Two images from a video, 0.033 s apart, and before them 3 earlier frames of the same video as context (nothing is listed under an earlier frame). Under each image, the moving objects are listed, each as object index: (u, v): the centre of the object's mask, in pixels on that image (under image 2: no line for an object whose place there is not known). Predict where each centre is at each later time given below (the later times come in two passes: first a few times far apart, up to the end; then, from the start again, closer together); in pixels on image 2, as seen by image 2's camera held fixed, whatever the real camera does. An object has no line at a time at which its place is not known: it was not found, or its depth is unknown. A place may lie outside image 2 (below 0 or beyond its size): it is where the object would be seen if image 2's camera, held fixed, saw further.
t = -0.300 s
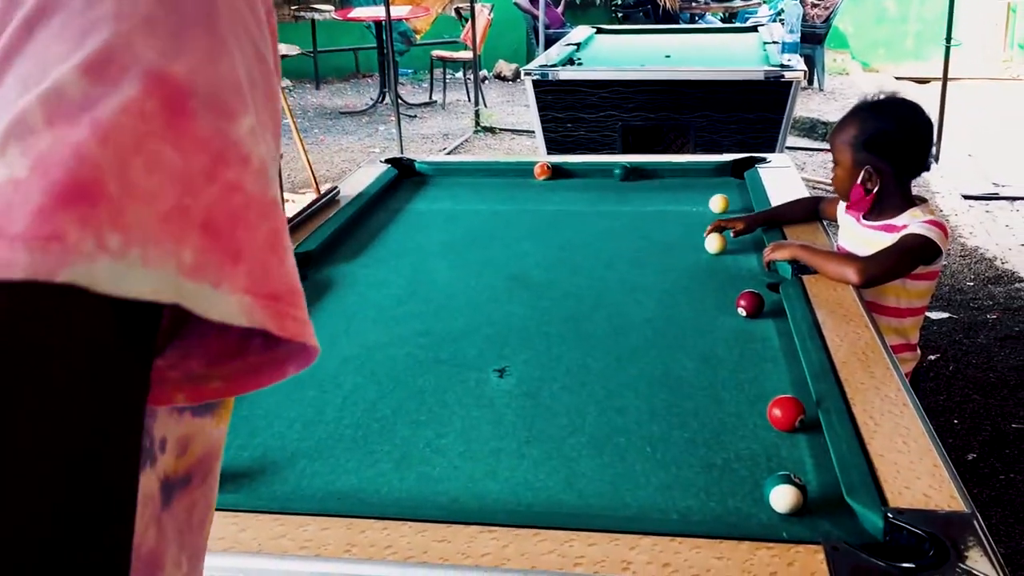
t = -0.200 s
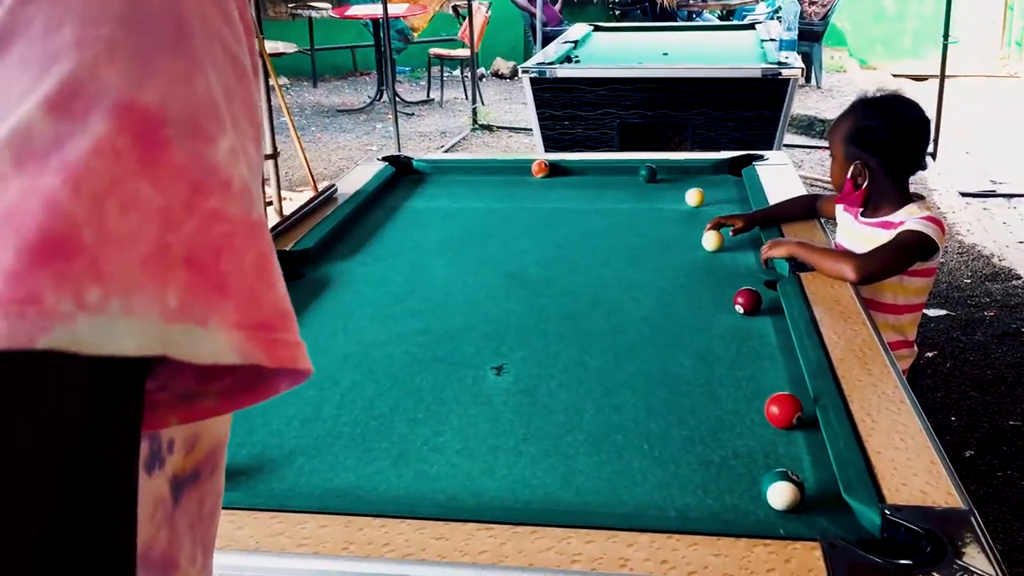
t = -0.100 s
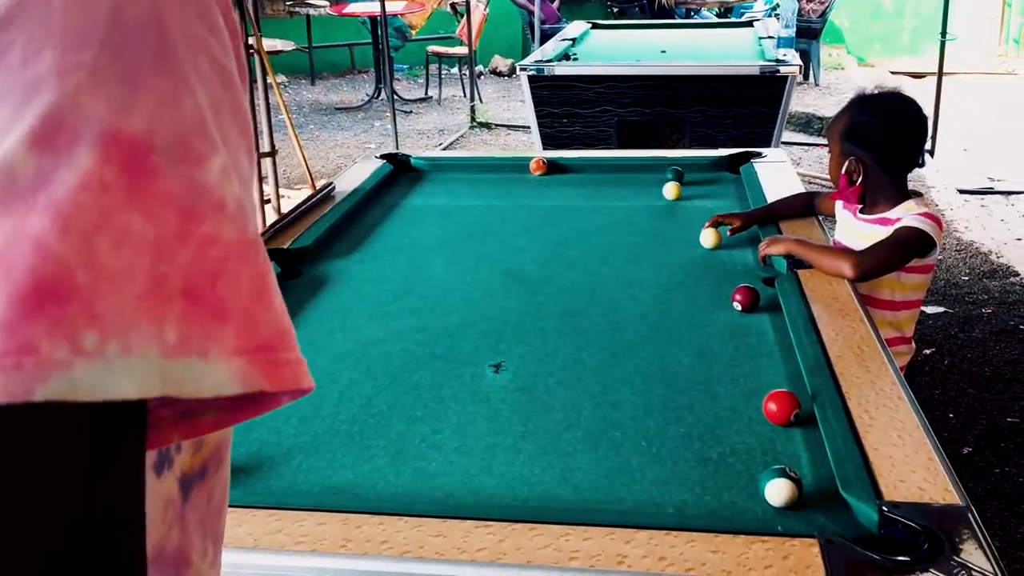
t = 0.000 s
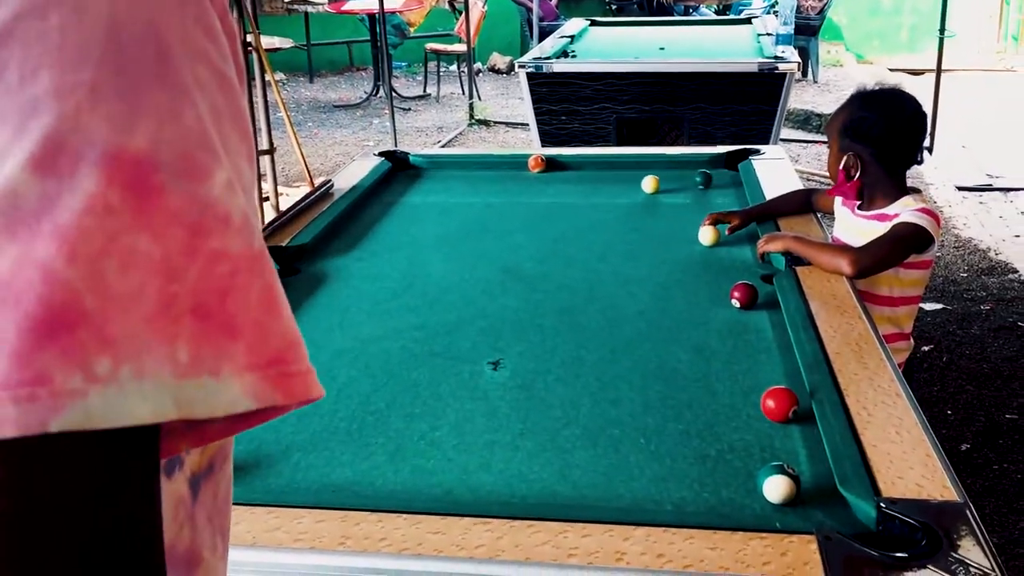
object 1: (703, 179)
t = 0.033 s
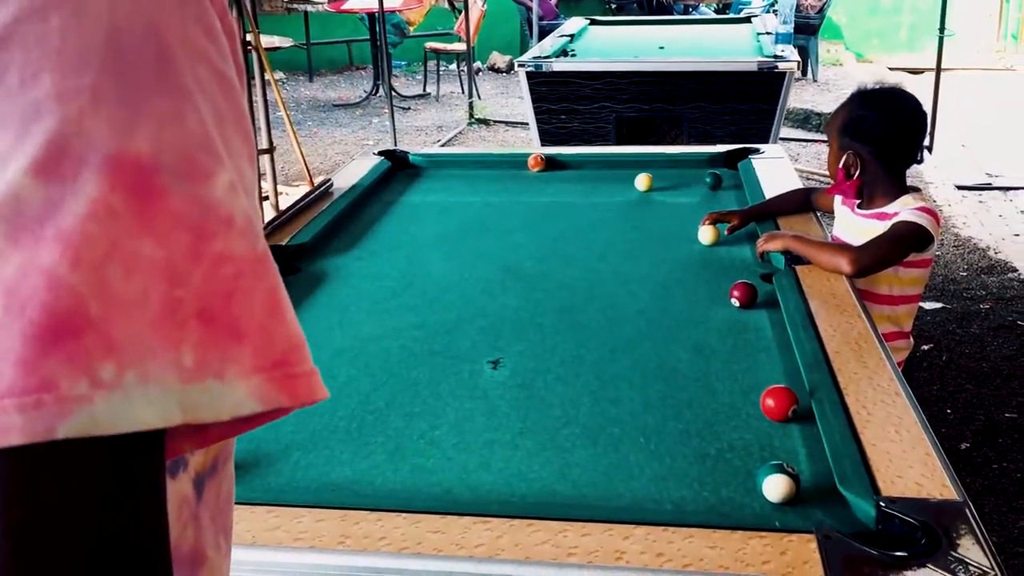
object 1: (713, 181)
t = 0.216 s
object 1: (709, 191)
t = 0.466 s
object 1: (653, 207)
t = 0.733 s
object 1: (590, 224)
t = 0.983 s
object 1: (527, 240)
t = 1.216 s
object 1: (465, 256)
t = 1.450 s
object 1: (399, 273)
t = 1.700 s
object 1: (332, 288)
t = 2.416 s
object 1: (322, 322)
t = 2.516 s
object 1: (328, 329)
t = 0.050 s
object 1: (718, 182)
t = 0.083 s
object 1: (728, 184)
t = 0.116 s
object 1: (731, 185)
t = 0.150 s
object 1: (723, 187)
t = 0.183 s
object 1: (716, 190)
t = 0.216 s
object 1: (709, 191)
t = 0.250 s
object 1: (702, 194)
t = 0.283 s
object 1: (694, 195)
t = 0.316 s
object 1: (688, 198)
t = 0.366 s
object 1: (676, 200)
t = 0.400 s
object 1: (669, 203)
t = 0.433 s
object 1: (661, 204)
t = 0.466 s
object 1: (653, 207)
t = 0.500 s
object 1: (646, 209)
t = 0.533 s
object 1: (638, 211)
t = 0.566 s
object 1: (630, 213)
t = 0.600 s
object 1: (623, 215)
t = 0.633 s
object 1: (614, 217)
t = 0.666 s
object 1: (607, 219)
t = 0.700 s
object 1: (598, 221)
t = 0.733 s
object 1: (590, 224)
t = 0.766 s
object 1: (583, 226)
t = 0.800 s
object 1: (573, 228)
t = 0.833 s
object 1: (566, 231)
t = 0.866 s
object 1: (558, 233)
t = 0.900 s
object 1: (548, 235)
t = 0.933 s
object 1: (541, 237)
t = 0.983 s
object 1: (527, 240)
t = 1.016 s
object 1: (519, 243)
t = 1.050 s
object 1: (511, 245)
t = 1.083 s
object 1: (501, 247)
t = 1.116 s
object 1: (492, 250)
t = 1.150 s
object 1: (484, 251)
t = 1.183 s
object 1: (474, 254)
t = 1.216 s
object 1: (465, 256)
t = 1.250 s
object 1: (456, 259)
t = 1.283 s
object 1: (446, 261)
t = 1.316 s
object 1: (436, 264)
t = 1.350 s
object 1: (428, 266)
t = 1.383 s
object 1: (419, 268)
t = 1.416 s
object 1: (408, 270)
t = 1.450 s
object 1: (399, 273)
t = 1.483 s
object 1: (391, 275)
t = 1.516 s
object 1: (380, 276)
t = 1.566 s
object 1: (364, 282)
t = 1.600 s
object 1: (356, 283)
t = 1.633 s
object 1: (345, 284)
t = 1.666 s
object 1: (336, 287)
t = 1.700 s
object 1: (332, 288)
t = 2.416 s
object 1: (322, 322)
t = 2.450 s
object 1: (322, 325)
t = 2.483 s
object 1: (324, 328)
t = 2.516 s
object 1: (328, 329)
